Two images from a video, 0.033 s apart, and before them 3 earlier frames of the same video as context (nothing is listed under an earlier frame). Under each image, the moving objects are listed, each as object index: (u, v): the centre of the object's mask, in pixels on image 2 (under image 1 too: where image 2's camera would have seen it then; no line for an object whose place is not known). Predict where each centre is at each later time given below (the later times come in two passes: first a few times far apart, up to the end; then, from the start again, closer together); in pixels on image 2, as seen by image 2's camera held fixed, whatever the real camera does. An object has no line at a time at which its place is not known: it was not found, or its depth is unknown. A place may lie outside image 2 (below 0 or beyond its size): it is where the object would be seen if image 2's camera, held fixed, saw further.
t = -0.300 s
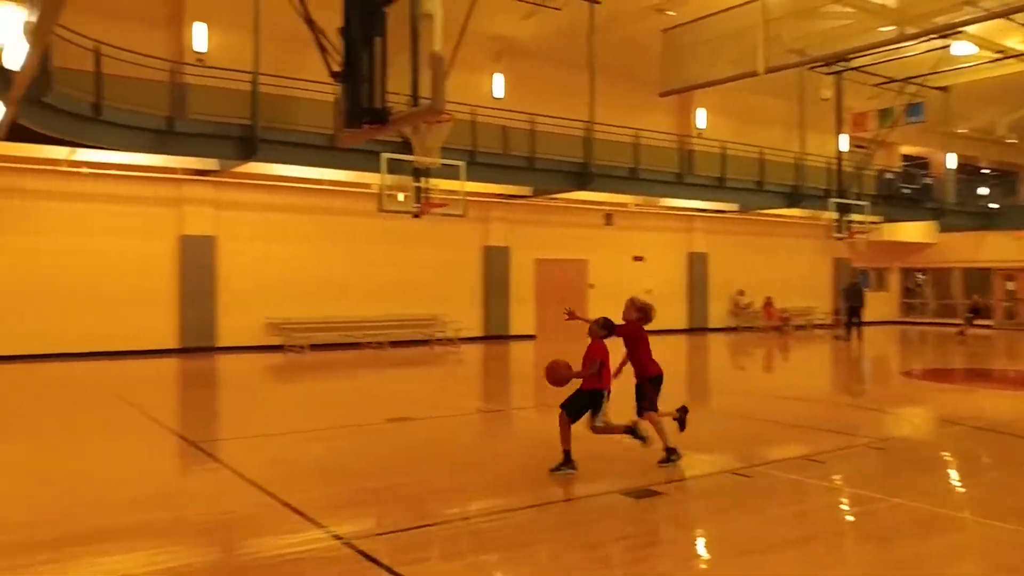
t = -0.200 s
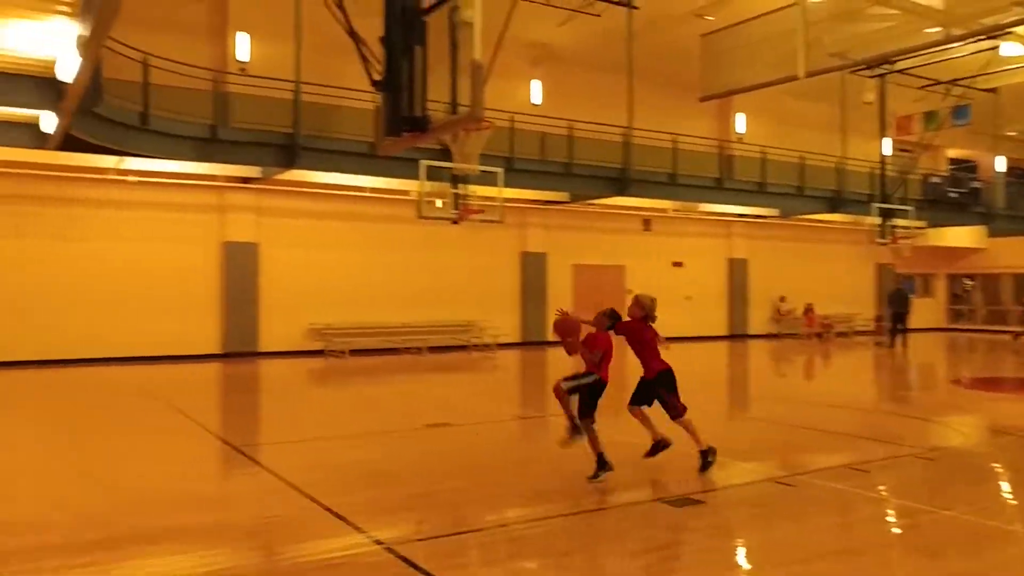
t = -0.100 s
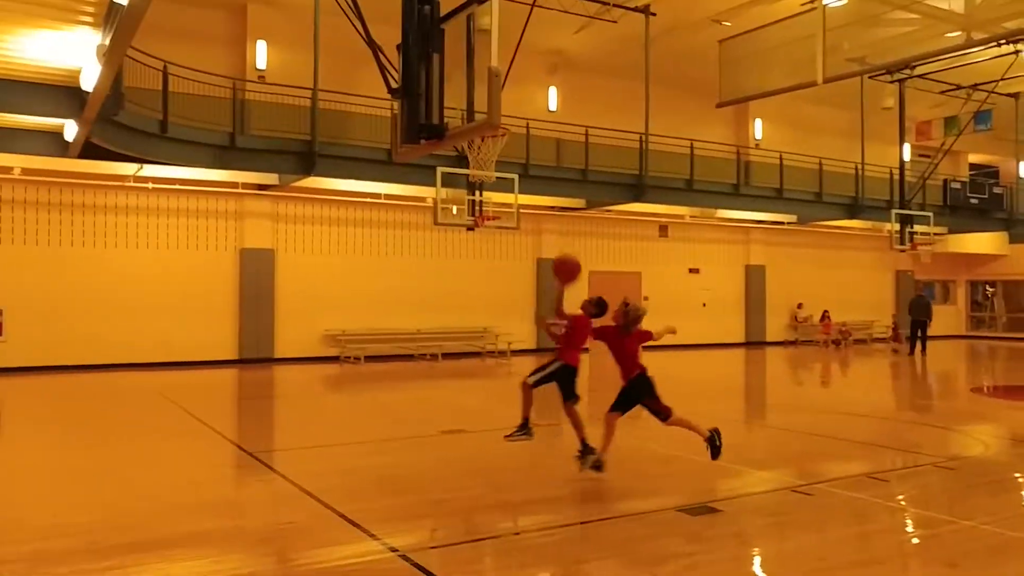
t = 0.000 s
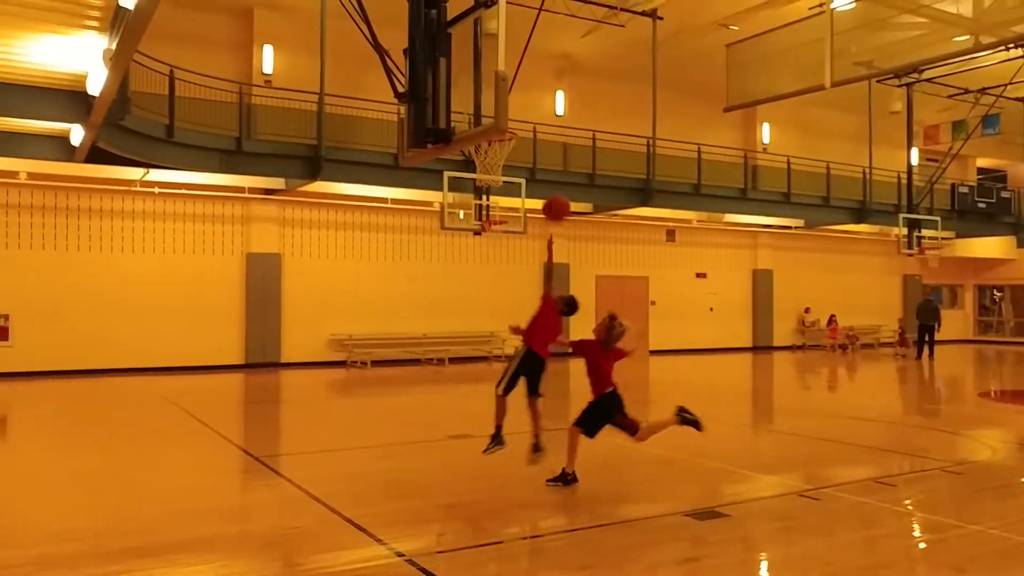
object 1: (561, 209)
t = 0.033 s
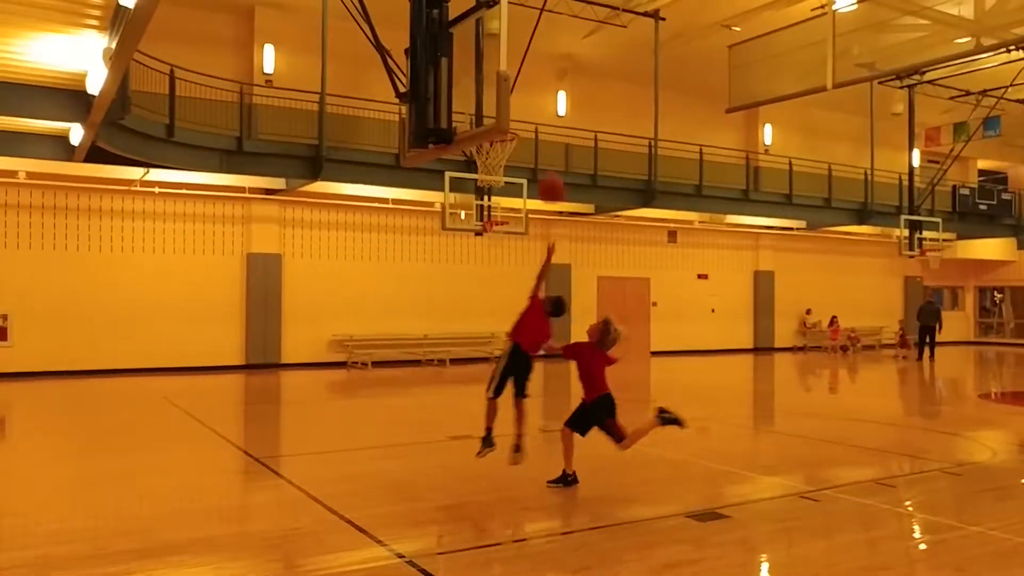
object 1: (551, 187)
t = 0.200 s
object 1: (520, 112)
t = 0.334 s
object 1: (486, 76)
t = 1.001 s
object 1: (475, 162)
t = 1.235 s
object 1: (473, 207)
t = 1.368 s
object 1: (473, 256)
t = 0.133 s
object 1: (531, 138)
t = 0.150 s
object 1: (528, 131)
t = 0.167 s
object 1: (524, 124)
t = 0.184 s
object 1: (522, 118)
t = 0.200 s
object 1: (520, 112)
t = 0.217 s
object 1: (518, 106)
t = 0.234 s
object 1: (517, 101)
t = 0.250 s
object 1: (516, 96)
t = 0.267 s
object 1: (514, 91)
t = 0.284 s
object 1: (490, 87)
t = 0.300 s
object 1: (489, 82)
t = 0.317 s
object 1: (487, 80)
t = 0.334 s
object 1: (486, 76)
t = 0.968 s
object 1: (473, 159)
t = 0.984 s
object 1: (477, 161)
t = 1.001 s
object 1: (475, 162)
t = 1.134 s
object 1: (473, 178)
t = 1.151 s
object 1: (475, 184)
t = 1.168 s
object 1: (474, 188)
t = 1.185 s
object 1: (475, 192)
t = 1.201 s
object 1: (474, 197)
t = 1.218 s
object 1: (473, 201)
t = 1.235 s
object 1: (473, 207)
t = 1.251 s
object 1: (473, 213)
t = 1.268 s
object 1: (474, 220)
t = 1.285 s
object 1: (473, 224)
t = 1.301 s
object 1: (473, 230)
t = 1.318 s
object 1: (472, 236)
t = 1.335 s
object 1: (472, 243)
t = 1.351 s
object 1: (472, 250)
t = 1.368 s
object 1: (473, 256)
